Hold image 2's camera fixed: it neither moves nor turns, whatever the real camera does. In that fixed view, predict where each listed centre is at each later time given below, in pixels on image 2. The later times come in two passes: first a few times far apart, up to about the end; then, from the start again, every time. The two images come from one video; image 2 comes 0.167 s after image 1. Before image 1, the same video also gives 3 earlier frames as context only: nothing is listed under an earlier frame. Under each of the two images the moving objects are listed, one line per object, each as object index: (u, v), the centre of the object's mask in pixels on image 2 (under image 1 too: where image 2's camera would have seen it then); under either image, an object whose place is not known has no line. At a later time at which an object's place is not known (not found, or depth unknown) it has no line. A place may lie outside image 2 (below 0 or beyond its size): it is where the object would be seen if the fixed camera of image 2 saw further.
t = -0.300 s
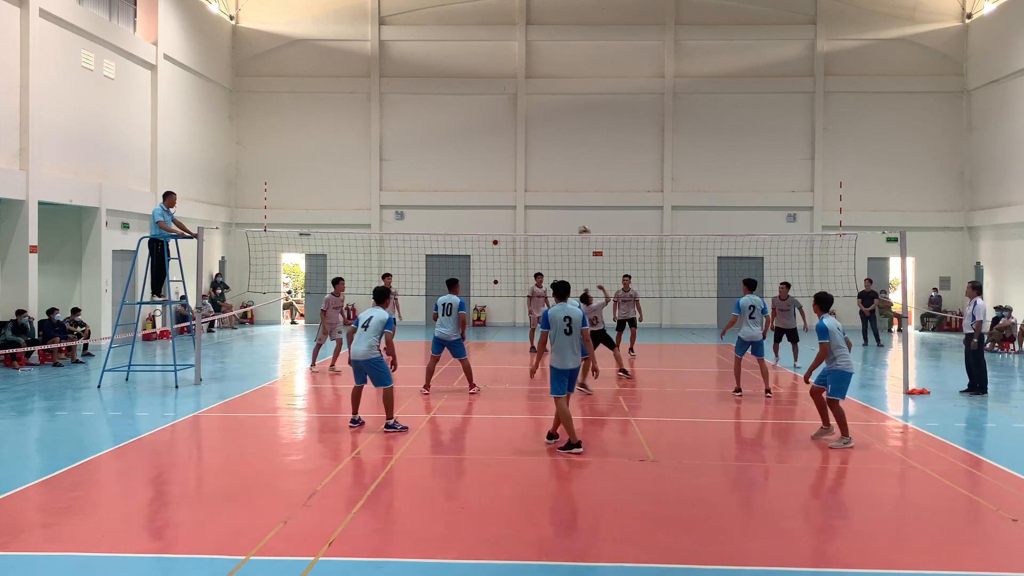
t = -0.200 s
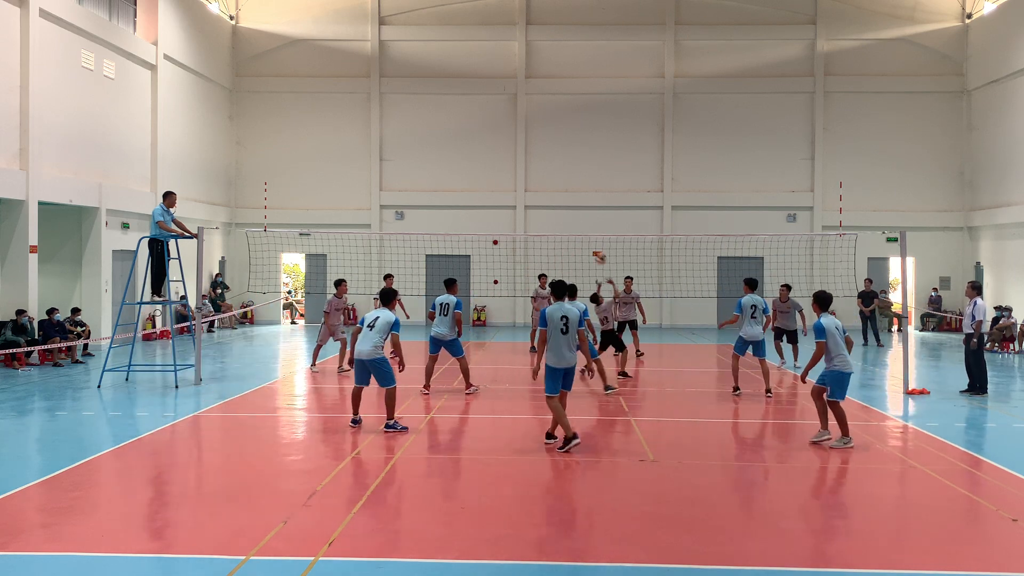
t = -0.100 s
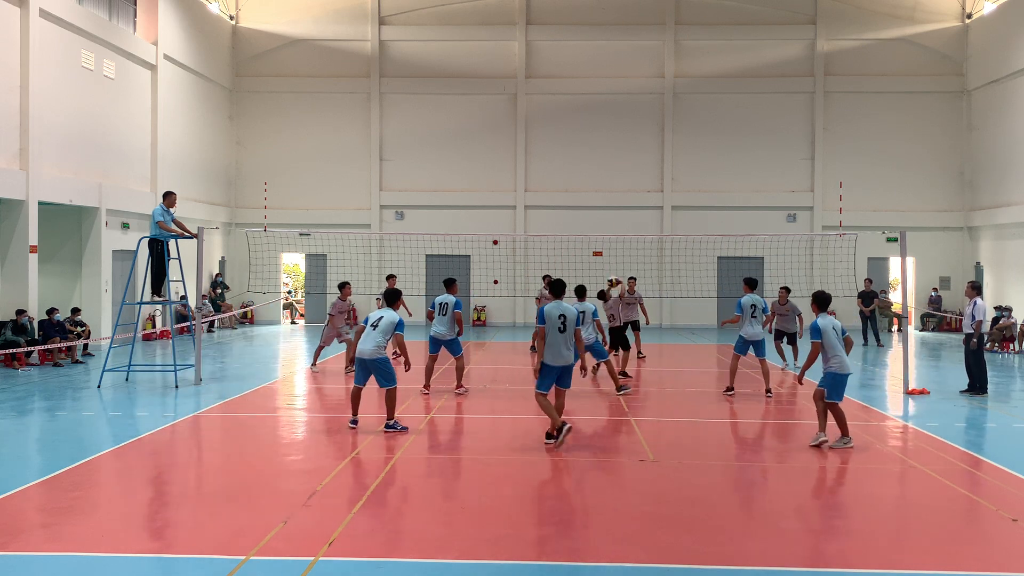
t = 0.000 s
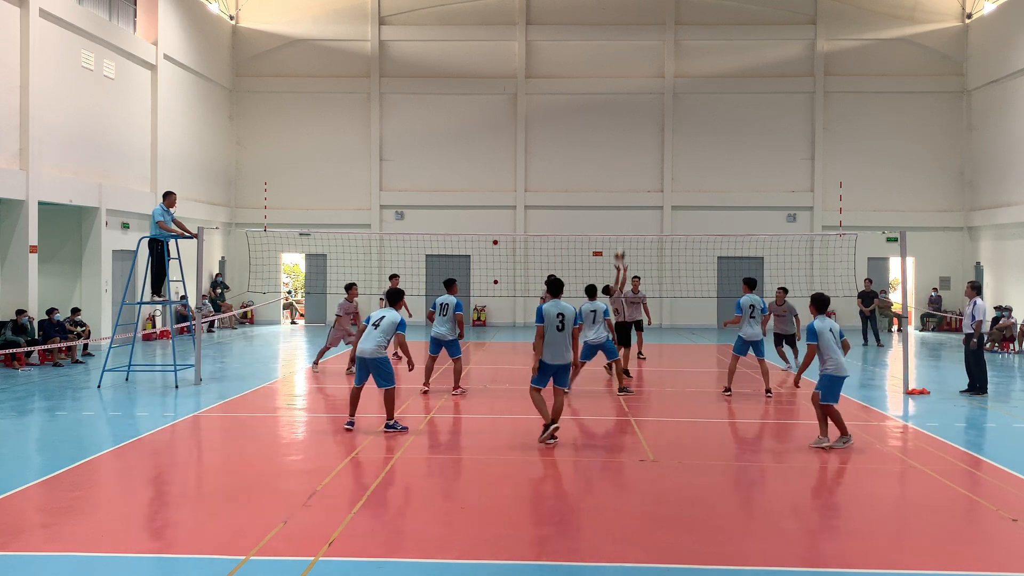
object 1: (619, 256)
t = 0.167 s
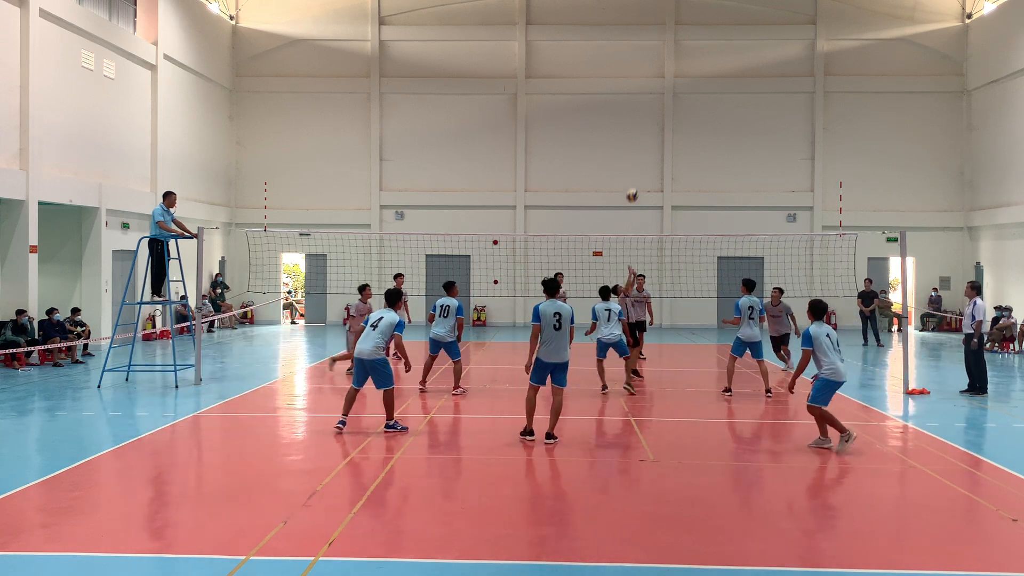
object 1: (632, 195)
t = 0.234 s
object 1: (637, 176)
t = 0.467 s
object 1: (655, 131)
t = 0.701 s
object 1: (674, 117)
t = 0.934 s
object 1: (691, 135)
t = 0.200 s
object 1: (634, 186)
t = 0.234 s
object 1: (637, 176)
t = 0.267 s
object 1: (640, 168)
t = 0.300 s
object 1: (642, 160)
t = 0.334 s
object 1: (645, 153)
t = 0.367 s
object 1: (648, 146)
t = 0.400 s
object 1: (650, 141)
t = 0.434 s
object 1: (653, 135)
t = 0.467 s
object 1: (655, 131)
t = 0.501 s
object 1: (658, 127)
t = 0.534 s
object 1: (661, 124)
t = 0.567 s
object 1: (663, 121)
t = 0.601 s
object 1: (666, 119)
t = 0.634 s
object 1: (669, 118)
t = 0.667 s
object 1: (671, 117)
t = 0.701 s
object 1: (674, 117)
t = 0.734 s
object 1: (676, 117)
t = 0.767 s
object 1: (679, 119)
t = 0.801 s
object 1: (681, 121)
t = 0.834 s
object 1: (684, 123)
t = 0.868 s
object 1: (686, 126)
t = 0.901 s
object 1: (689, 130)
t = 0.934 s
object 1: (691, 135)
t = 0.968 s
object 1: (694, 140)
